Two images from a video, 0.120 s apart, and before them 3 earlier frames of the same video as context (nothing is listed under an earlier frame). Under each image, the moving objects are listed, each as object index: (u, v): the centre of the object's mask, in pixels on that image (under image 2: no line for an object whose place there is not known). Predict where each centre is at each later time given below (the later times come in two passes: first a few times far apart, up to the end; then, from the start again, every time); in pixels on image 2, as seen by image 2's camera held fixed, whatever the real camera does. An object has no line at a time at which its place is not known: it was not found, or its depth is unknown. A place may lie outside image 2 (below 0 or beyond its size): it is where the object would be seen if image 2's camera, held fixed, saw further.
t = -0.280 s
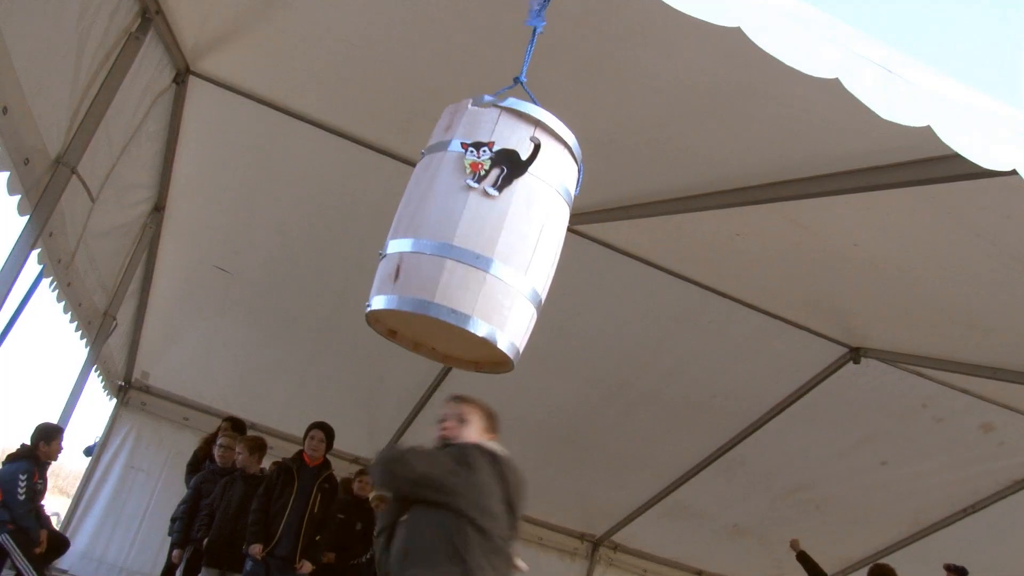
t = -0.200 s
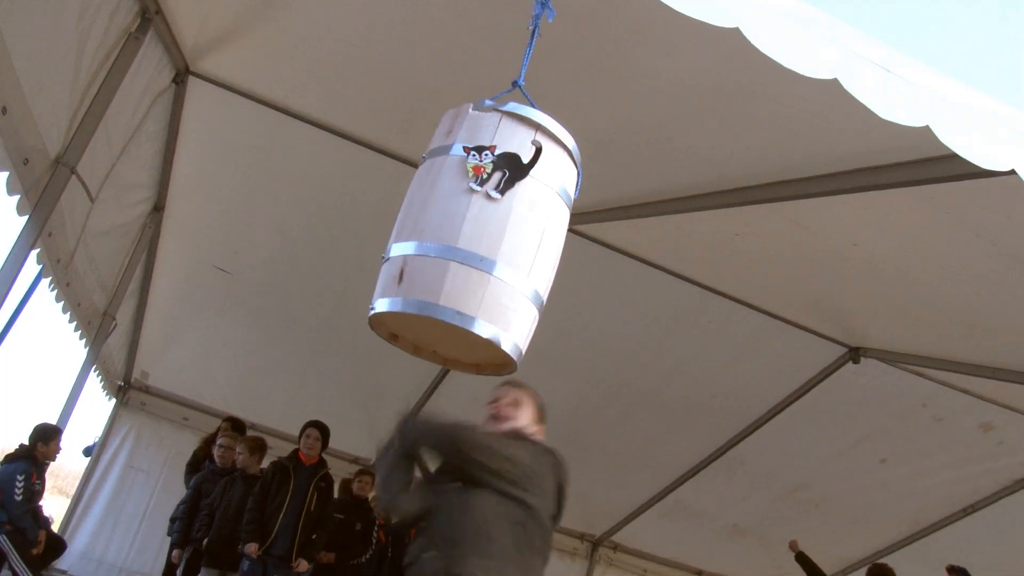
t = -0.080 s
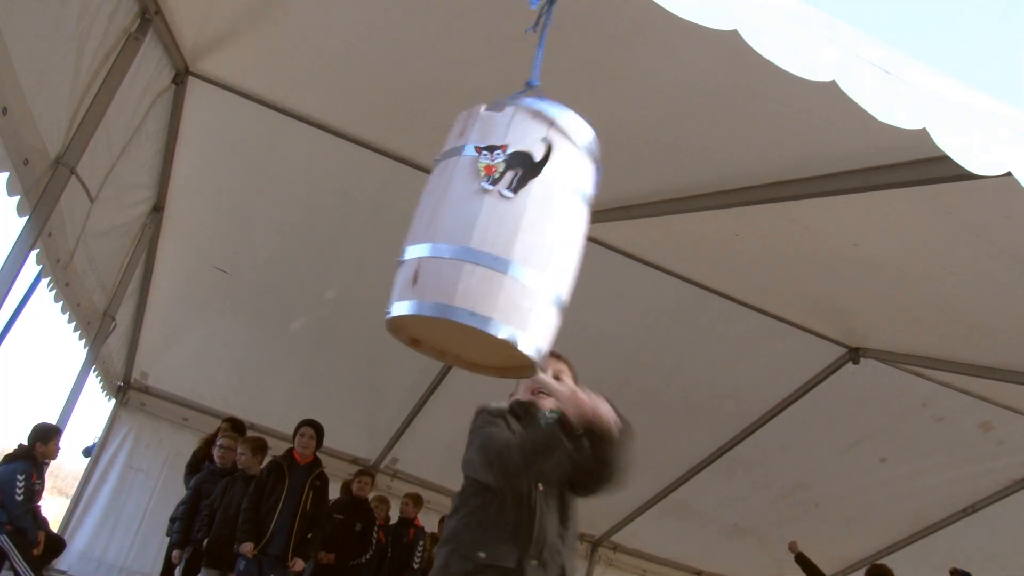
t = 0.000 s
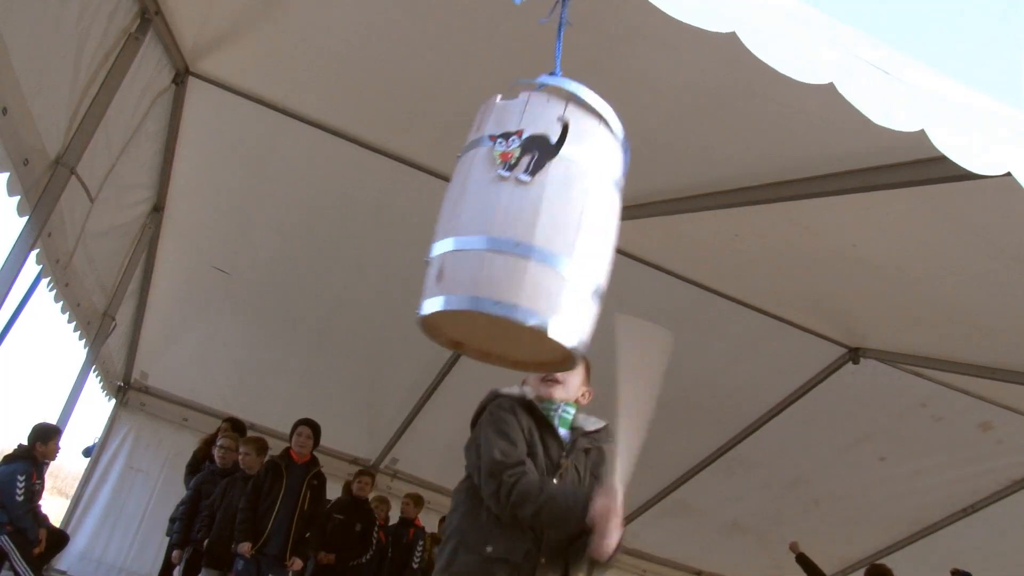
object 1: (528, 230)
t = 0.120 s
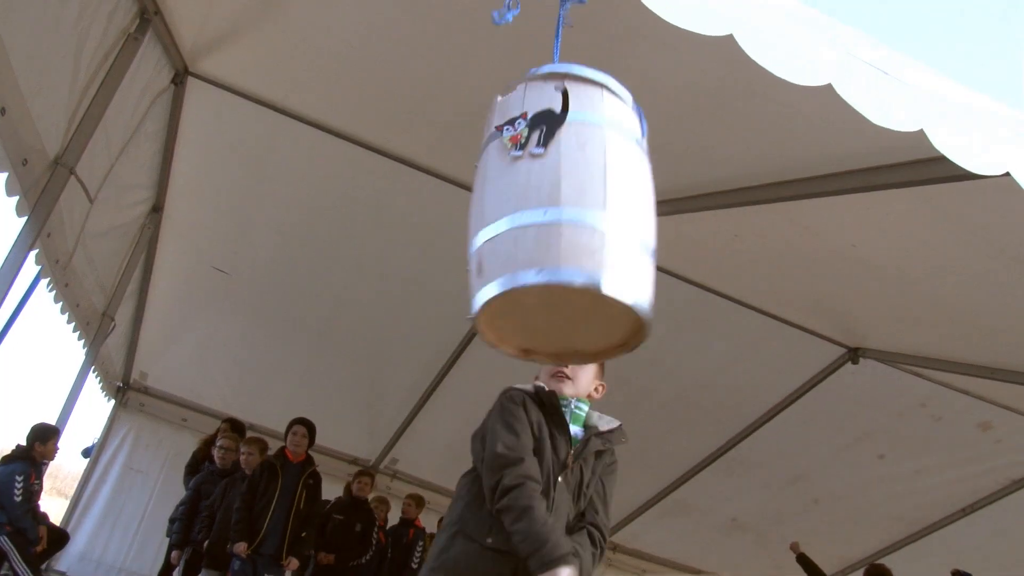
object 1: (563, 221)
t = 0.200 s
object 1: (584, 211)
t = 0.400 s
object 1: (603, 190)
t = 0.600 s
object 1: (555, 198)
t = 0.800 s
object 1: (485, 214)
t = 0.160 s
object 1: (574, 215)
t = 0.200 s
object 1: (584, 211)
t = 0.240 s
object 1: (594, 206)
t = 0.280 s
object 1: (601, 201)
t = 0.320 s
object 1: (604, 196)
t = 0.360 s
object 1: (605, 192)
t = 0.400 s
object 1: (603, 190)
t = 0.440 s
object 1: (598, 190)
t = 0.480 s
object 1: (590, 191)
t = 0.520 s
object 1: (580, 193)
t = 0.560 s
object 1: (569, 195)
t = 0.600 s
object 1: (555, 198)
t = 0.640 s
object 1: (543, 201)
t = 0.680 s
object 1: (529, 204)
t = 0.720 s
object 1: (514, 207)
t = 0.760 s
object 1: (499, 211)
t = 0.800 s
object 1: (485, 214)
